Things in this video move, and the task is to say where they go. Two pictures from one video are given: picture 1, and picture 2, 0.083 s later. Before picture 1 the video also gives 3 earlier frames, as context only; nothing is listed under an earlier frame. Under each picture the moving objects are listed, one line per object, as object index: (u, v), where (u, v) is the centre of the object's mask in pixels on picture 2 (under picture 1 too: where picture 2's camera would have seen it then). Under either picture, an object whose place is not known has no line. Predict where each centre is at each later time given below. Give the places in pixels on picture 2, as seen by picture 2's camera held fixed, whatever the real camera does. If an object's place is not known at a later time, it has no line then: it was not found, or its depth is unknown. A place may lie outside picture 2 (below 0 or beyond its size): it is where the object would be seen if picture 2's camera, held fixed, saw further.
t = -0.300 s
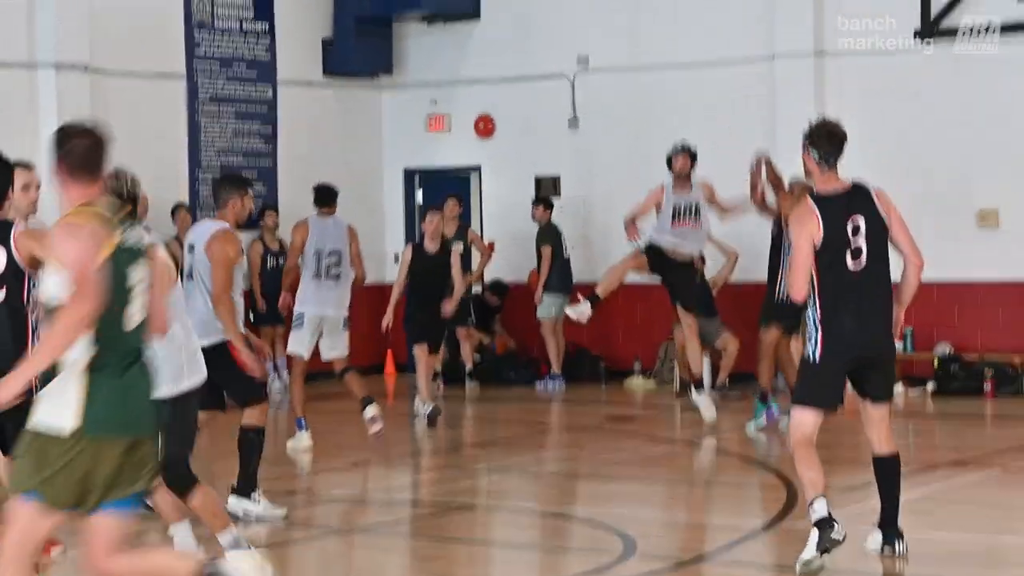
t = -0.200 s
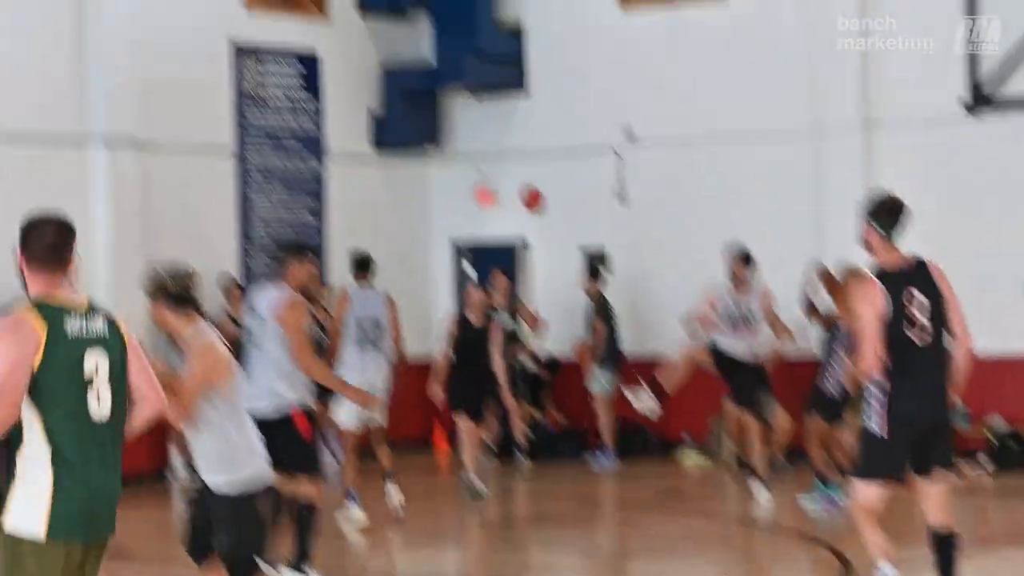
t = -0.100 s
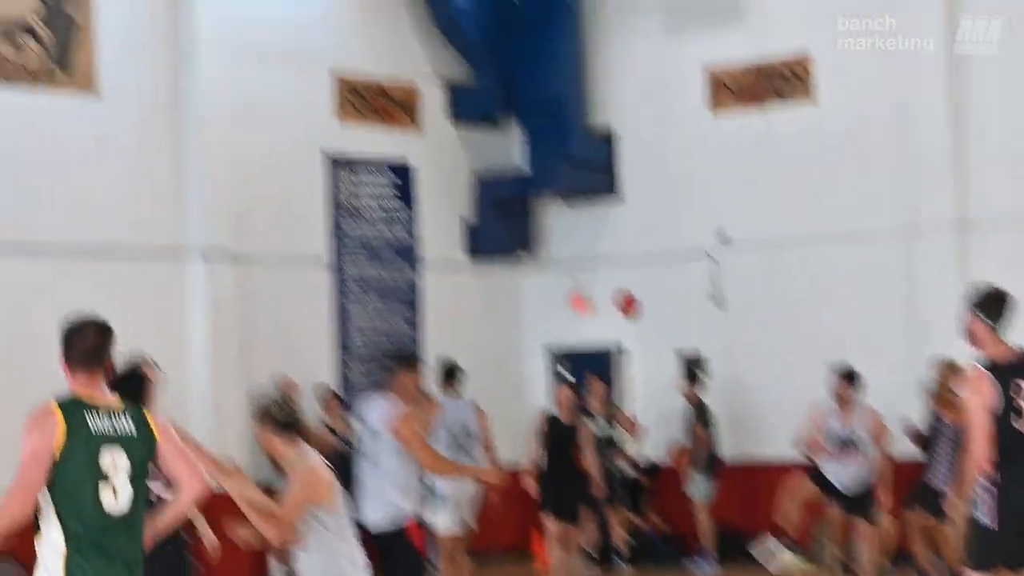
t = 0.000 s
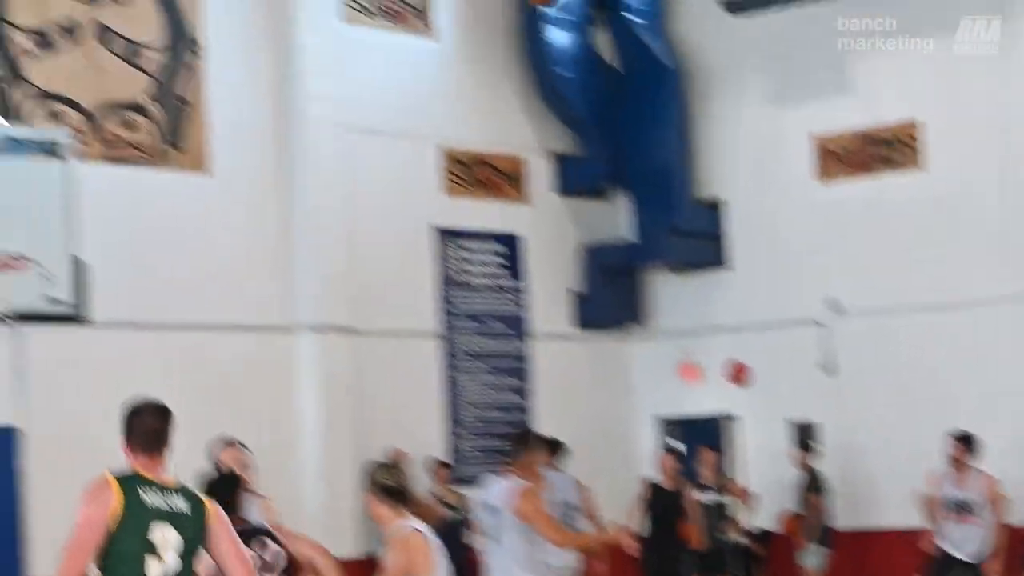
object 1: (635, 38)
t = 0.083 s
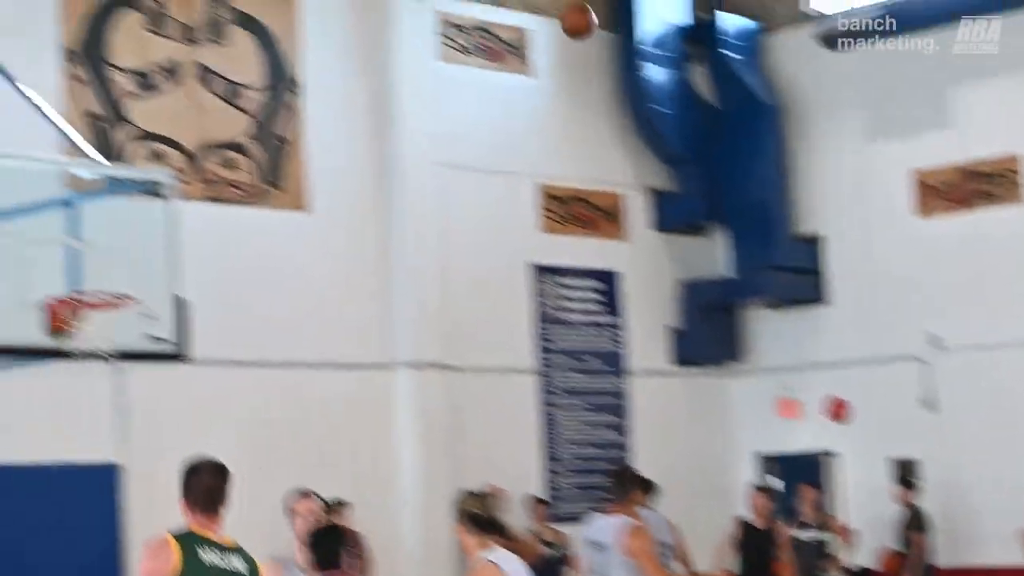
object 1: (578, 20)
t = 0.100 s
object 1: (566, 21)
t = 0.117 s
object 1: (555, 23)
